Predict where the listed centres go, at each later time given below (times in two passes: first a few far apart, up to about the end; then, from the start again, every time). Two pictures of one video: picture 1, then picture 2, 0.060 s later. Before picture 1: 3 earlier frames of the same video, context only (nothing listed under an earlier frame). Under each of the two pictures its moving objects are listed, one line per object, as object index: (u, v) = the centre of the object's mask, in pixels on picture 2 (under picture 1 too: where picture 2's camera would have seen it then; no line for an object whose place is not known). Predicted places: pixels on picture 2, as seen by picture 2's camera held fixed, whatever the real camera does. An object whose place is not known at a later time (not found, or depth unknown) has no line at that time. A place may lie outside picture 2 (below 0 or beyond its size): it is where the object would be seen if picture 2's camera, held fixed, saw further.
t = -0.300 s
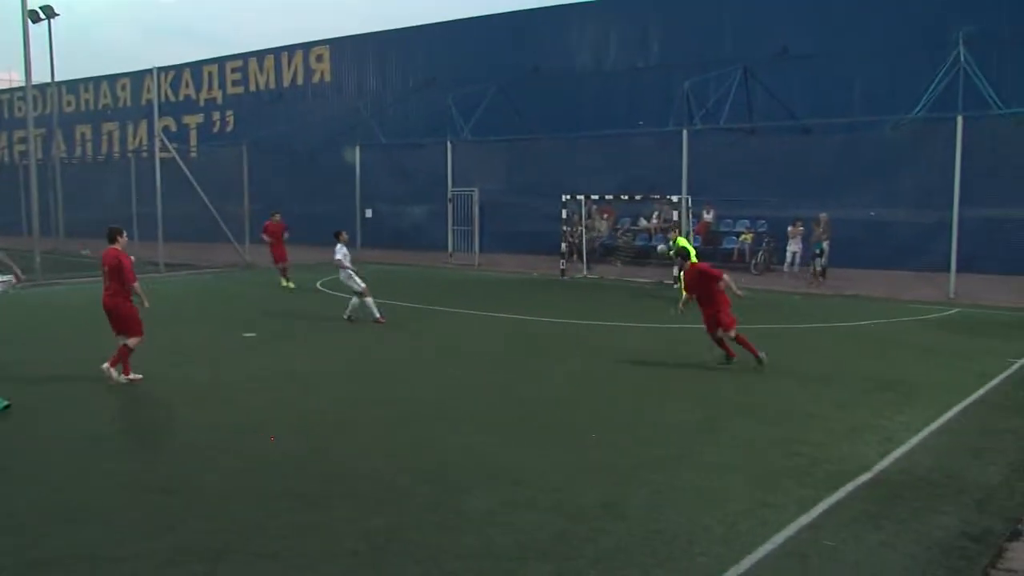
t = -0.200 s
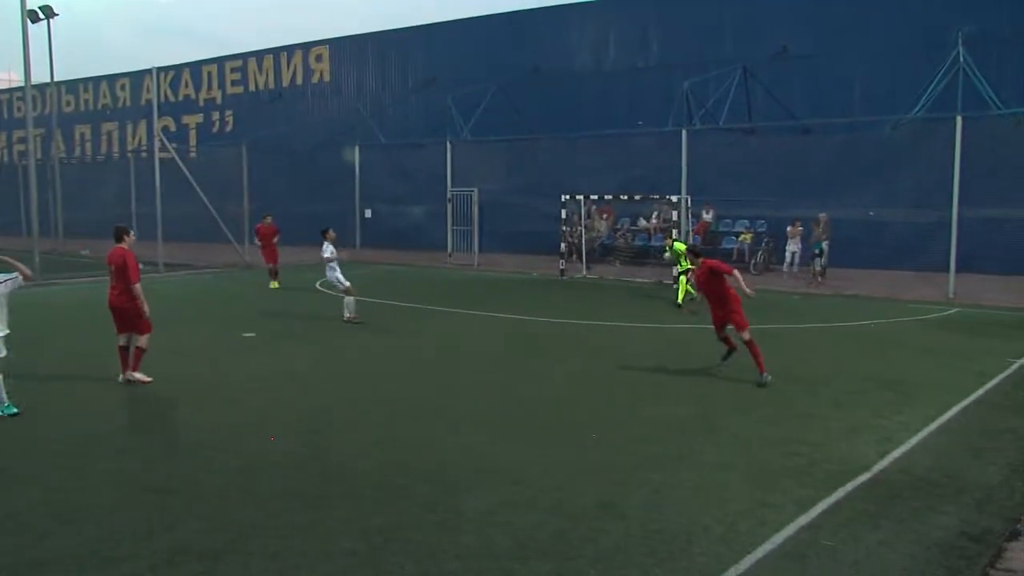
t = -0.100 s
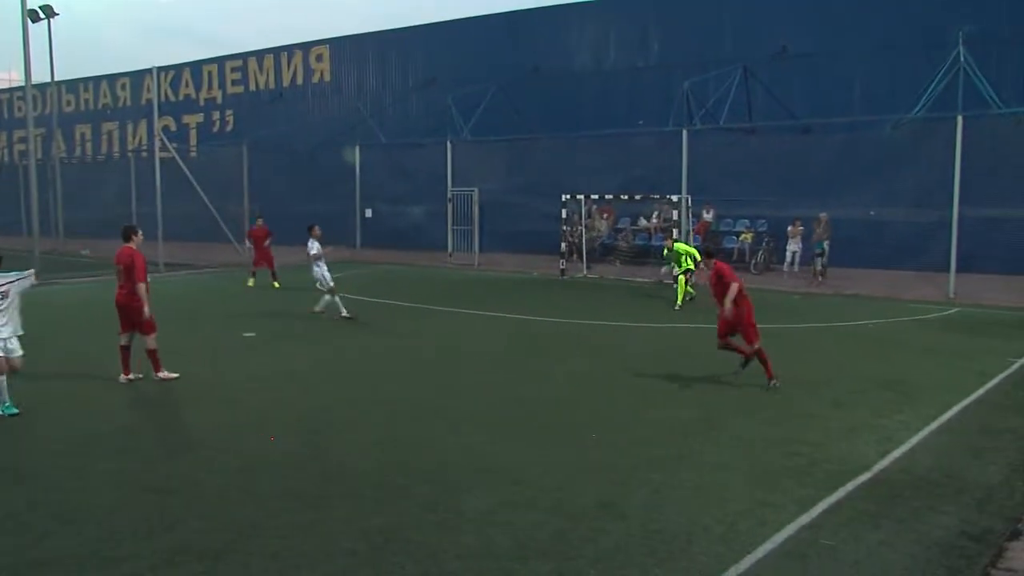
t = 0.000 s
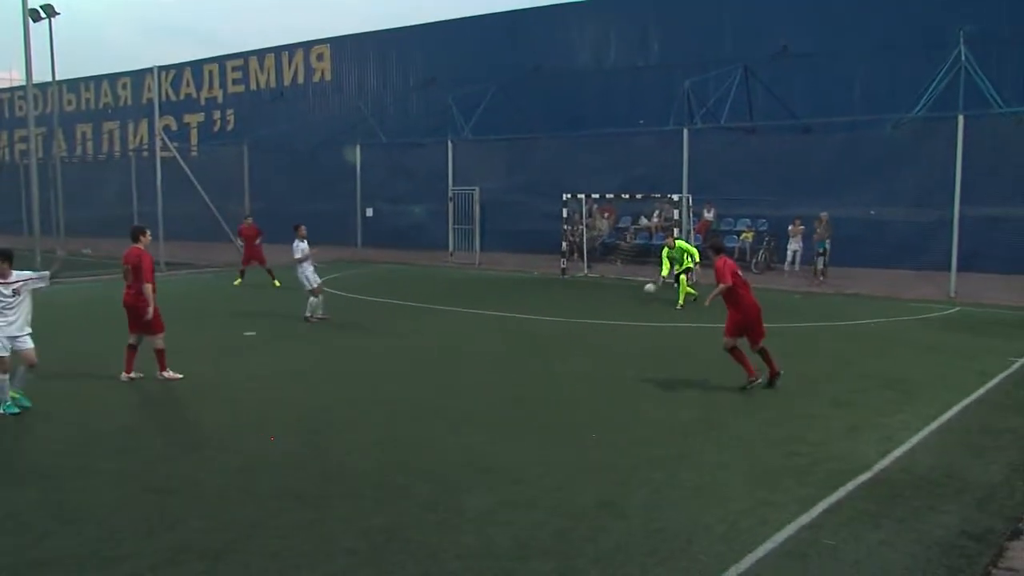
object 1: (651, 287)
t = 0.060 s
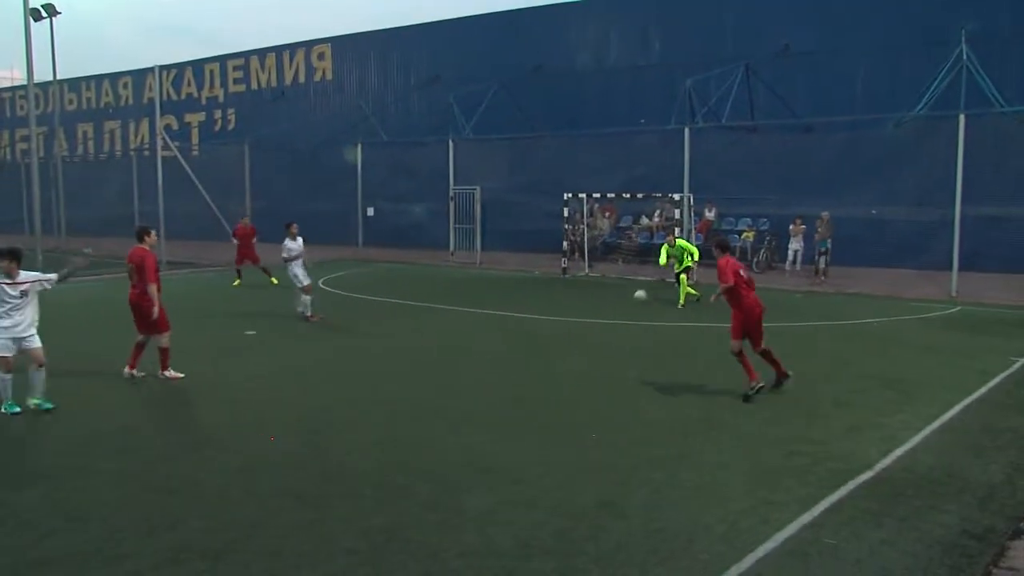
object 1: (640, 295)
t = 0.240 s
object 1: (602, 325)
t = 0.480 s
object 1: (546, 349)
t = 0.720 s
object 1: (478, 380)
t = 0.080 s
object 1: (636, 298)
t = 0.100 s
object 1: (632, 301)
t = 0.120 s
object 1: (628, 305)
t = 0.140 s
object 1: (624, 309)
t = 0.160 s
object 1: (619, 314)
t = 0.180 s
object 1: (615, 319)
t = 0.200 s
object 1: (610, 324)
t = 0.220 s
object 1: (607, 324)
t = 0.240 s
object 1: (602, 325)
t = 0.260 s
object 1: (599, 327)
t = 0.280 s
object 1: (594, 328)
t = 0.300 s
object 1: (590, 329)
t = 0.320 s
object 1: (585, 331)
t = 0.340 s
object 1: (580, 334)
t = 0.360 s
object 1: (576, 337)
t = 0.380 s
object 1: (571, 340)
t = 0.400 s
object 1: (566, 343)
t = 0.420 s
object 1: (561, 346)
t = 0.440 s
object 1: (556, 347)
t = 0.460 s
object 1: (551, 348)
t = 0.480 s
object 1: (546, 349)
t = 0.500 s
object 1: (541, 350)
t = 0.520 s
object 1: (536, 352)
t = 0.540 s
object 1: (531, 354)
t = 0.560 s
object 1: (526, 357)
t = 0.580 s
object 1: (520, 361)
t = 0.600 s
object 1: (515, 364)
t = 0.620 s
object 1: (508, 369)
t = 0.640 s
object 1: (503, 374)
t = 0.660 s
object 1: (497, 376)
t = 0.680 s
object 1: (491, 376)
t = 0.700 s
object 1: (484, 378)
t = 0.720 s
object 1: (478, 380)
